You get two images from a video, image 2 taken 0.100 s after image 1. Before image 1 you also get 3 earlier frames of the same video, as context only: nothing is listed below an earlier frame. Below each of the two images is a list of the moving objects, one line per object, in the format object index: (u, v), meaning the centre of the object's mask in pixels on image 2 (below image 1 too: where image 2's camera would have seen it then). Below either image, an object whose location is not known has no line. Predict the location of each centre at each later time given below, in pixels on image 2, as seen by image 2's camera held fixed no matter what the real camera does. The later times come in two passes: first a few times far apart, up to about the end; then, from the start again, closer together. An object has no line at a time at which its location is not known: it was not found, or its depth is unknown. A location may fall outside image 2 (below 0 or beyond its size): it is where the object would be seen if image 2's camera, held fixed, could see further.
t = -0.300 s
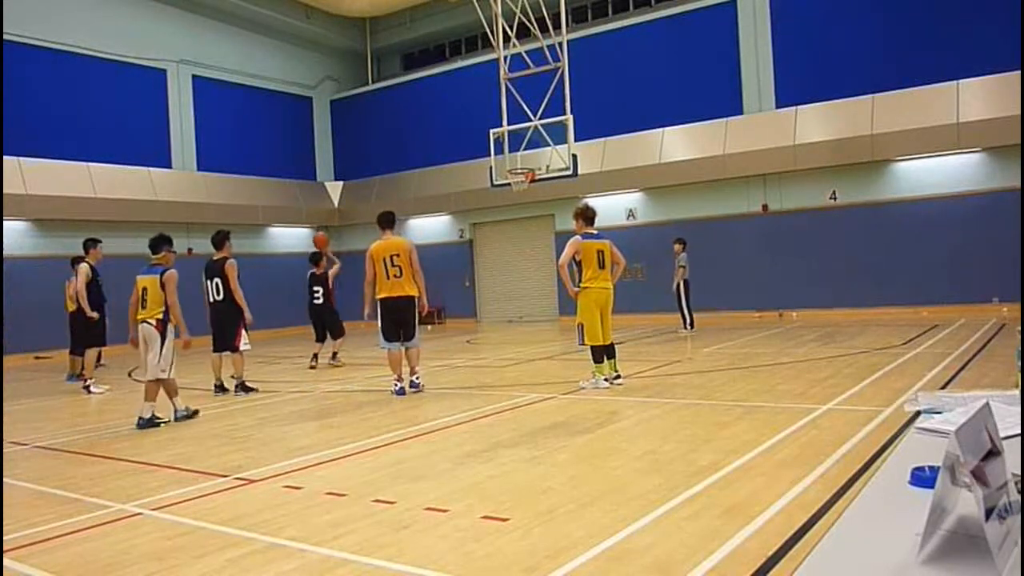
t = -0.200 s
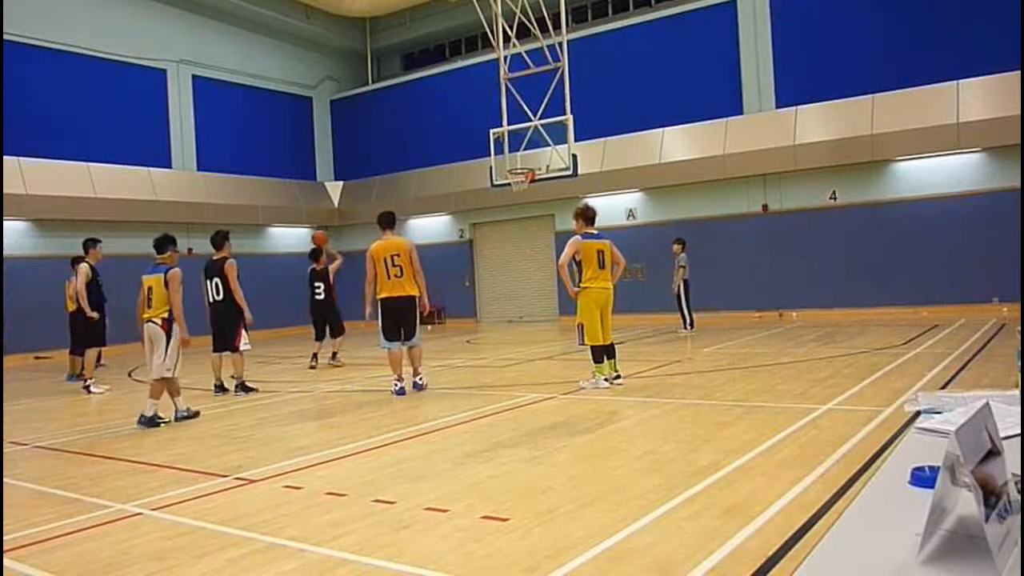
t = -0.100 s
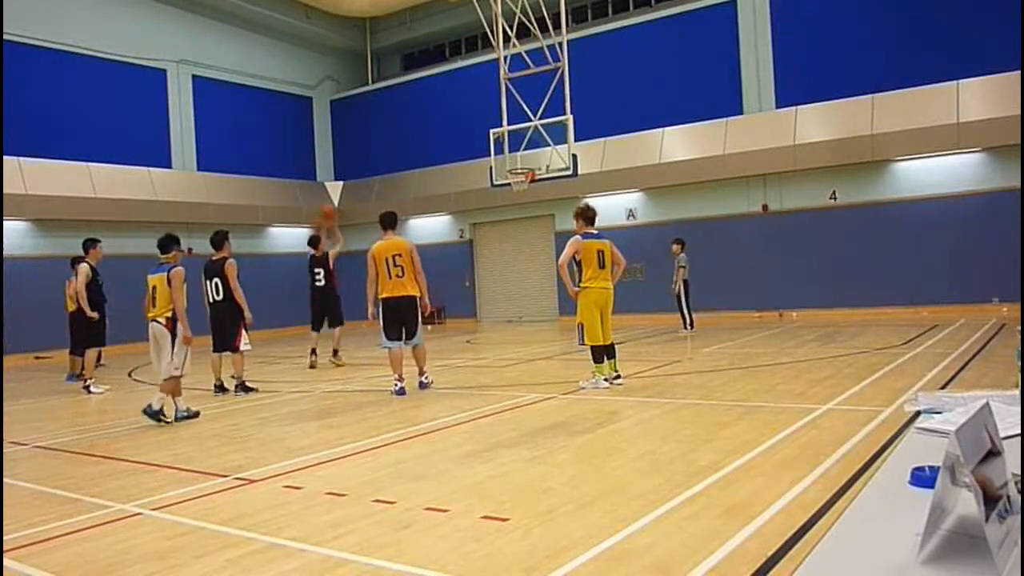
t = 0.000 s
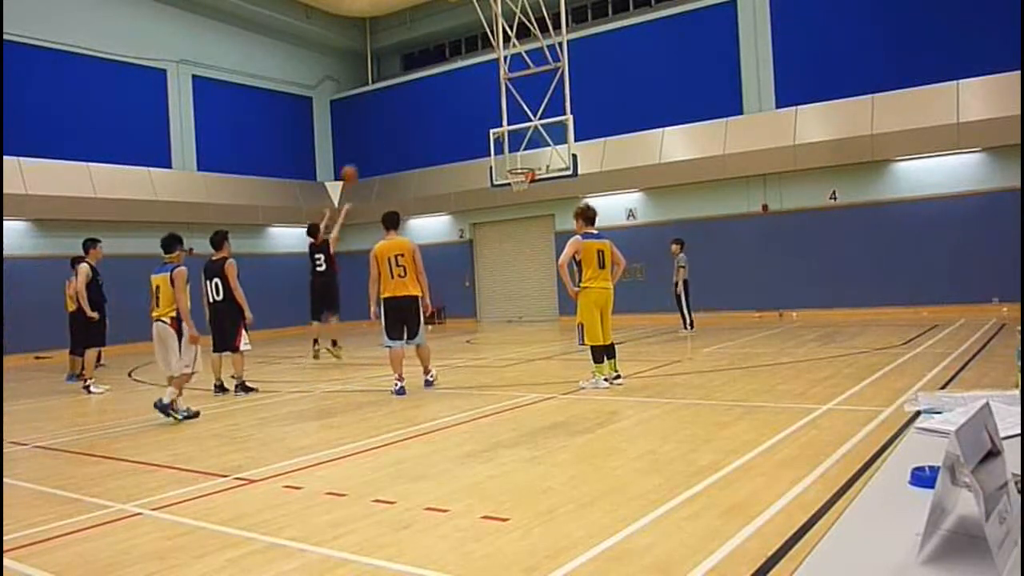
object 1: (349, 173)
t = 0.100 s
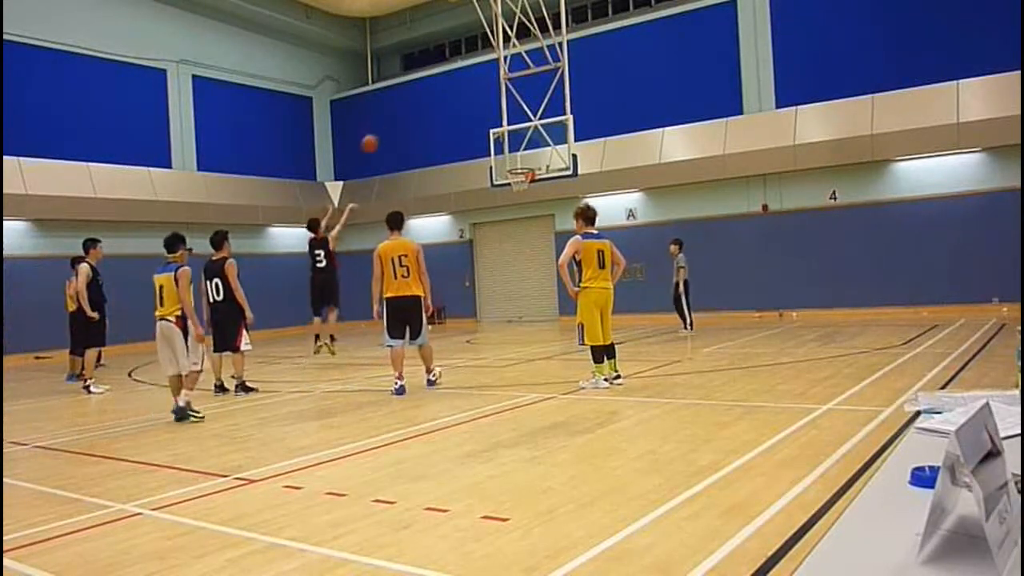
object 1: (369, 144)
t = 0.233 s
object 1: (395, 115)
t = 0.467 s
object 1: (437, 94)
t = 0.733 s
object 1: (482, 110)
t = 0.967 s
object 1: (518, 153)
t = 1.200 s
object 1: (501, 134)
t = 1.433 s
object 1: (467, 116)
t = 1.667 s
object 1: (434, 128)
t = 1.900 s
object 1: (402, 171)
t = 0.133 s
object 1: (375, 135)
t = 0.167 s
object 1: (382, 128)
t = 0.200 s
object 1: (388, 121)
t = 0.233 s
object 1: (395, 115)
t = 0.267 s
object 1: (401, 110)
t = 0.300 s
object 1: (407, 106)
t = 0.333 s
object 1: (413, 102)
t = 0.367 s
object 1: (419, 100)
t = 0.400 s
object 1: (426, 97)
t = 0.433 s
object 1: (432, 95)
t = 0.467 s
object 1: (437, 94)
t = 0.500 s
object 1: (443, 94)
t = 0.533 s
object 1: (449, 95)
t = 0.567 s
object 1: (454, 95)
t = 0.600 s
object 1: (460, 97)
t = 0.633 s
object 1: (465, 100)
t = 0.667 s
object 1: (471, 103)
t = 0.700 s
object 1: (476, 107)
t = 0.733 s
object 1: (482, 110)
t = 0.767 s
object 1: (487, 116)
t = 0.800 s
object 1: (492, 120)
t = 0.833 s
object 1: (498, 125)
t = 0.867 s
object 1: (503, 133)
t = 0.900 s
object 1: (508, 138)
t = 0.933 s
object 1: (513, 146)
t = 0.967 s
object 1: (518, 153)
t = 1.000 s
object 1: (524, 161)
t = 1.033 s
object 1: (526, 163)
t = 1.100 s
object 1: (516, 150)
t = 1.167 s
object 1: (506, 141)
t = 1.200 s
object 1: (501, 134)
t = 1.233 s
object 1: (496, 130)
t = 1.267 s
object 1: (491, 126)
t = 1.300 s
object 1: (486, 122)
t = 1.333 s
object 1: (483, 121)
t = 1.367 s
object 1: (477, 119)
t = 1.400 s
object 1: (472, 117)
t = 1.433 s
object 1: (467, 116)
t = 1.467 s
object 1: (462, 116)
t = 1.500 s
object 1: (458, 116)
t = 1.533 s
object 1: (453, 117)
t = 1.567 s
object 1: (448, 119)
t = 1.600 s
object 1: (443, 121)
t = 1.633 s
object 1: (439, 124)
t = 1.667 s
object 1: (434, 128)
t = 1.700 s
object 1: (429, 132)
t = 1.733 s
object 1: (425, 137)
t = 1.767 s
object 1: (420, 142)
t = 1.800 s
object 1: (415, 150)
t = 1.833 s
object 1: (411, 156)
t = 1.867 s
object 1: (406, 162)
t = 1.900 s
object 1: (402, 171)
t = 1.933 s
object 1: (396, 181)
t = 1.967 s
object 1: (391, 190)
